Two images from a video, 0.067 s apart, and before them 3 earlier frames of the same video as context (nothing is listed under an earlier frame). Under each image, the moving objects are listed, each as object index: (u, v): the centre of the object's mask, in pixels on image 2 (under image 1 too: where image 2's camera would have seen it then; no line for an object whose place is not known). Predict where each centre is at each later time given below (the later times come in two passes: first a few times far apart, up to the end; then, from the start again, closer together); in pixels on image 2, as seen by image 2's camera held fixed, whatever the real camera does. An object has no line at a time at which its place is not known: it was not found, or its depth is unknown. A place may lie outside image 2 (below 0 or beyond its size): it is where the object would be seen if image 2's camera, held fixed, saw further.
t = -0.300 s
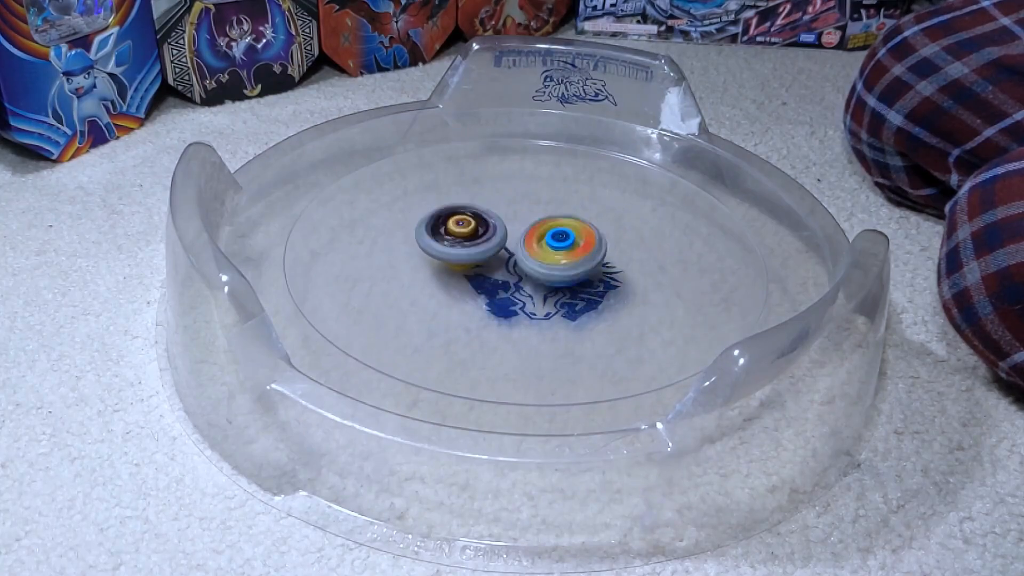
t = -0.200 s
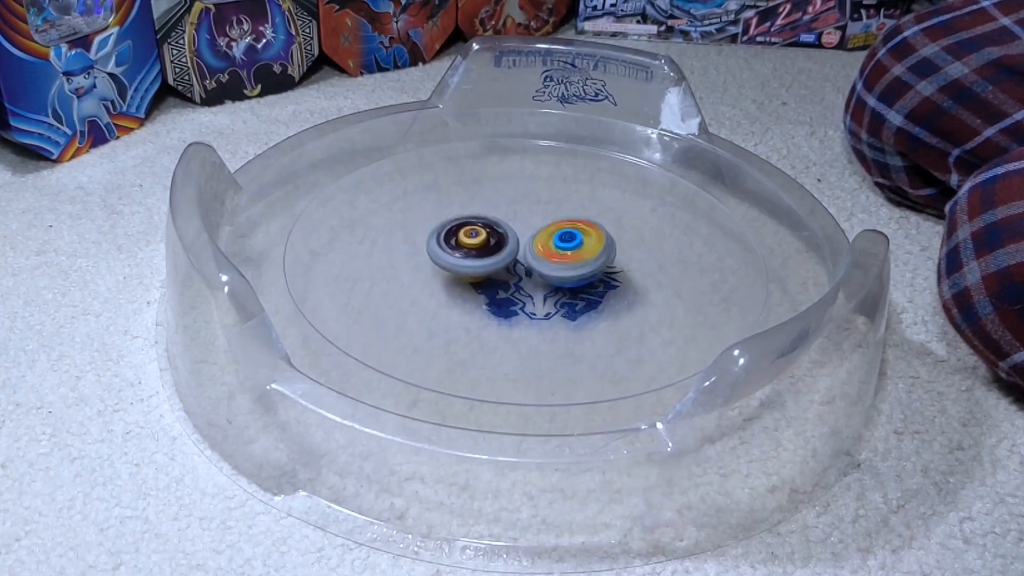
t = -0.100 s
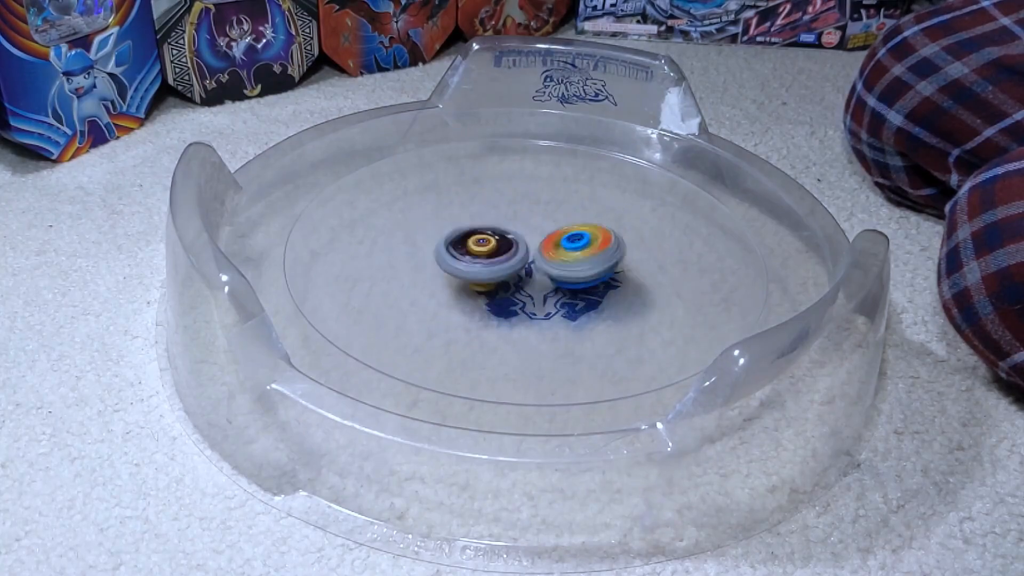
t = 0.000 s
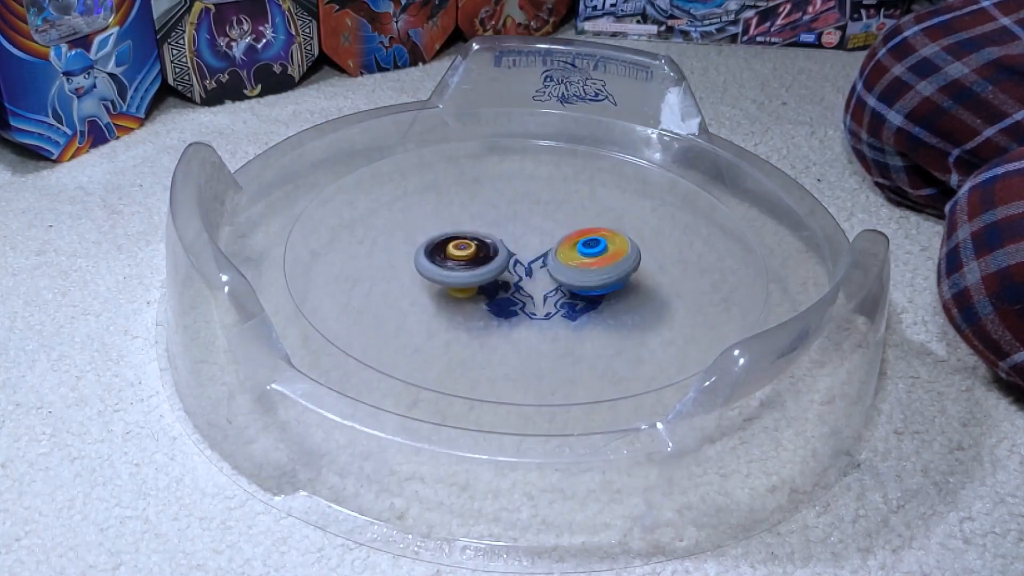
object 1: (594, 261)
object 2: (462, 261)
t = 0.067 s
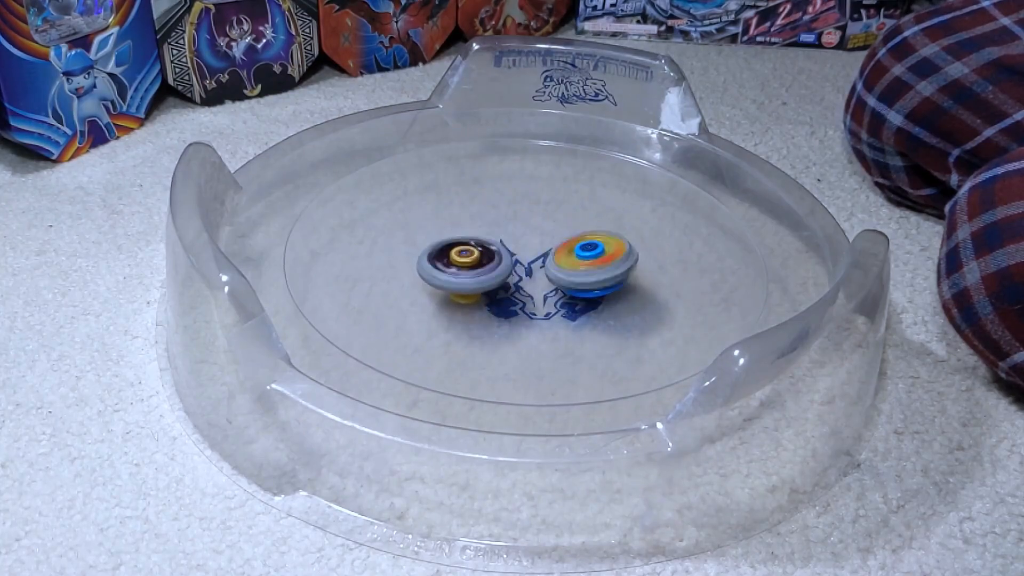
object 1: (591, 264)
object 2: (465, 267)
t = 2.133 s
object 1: (508, 246)
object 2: (620, 278)
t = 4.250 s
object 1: (453, 248)
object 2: (607, 220)
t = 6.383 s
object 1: (528, 294)
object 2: (507, 239)
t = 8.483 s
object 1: (600, 275)
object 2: (495, 238)
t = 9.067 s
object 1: (607, 273)
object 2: (486, 245)
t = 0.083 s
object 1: (591, 265)
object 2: (465, 269)
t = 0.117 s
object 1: (589, 266)
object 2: (467, 272)
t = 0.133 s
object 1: (588, 266)
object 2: (469, 273)
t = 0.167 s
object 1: (586, 267)
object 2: (472, 277)
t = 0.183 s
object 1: (584, 268)
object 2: (473, 278)
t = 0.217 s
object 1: (582, 269)
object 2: (477, 280)
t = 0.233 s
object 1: (580, 269)
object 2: (478, 282)
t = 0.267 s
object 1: (576, 270)
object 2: (482, 284)
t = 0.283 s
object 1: (575, 270)
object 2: (484, 284)
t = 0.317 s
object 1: (581, 268)
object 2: (469, 287)
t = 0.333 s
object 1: (584, 267)
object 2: (462, 287)
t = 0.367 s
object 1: (585, 266)
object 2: (453, 288)
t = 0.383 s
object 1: (584, 265)
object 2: (453, 289)
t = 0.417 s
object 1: (580, 264)
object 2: (453, 291)
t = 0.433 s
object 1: (578, 264)
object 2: (453, 291)
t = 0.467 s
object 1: (574, 263)
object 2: (453, 293)
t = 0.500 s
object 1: (569, 262)
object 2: (454, 295)
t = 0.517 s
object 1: (567, 261)
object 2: (454, 295)
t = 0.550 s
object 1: (563, 259)
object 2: (456, 296)
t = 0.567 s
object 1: (561, 258)
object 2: (456, 296)
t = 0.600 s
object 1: (556, 257)
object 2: (458, 297)
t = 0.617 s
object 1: (554, 256)
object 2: (460, 297)
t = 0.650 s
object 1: (549, 255)
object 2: (462, 298)
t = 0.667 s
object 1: (547, 253)
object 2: (464, 298)
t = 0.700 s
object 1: (544, 252)
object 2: (467, 298)
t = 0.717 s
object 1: (542, 251)
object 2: (469, 298)
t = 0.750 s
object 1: (538, 250)
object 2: (473, 298)
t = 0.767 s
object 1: (537, 248)
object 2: (474, 297)
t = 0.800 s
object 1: (533, 247)
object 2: (479, 296)
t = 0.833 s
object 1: (530, 244)
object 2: (483, 295)
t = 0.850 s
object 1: (530, 244)
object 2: (485, 295)
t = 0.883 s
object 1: (528, 242)
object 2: (489, 293)
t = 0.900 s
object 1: (527, 241)
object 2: (492, 293)
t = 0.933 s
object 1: (525, 238)
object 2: (496, 291)
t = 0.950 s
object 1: (524, 238)
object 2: (498, 290)
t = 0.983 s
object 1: (522, 235)
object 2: (502, 288)
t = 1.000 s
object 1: (522, 235)
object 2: (504, 287)
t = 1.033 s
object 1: (520, 232)
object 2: (507, 285)
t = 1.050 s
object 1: (521, 231)
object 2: (508, 286)
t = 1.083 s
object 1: (523, 228)
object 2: (512, 287)
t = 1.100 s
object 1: (524, 228)
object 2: (515, 286)
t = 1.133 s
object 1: (525, 226)
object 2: (519, 285)
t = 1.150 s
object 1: (526, 226)
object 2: (521, 283)
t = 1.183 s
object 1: (525, 223)
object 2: (525, 281)
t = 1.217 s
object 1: (527, 222)
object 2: (529, 280)
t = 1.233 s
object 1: (527, 221)
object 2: (531, 278)
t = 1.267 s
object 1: (529, 221)
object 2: (535, 277)
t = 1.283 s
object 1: (529, 220)
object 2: (537, 277)
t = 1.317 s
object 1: (531, 220)
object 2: (540, 275)
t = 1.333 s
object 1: (532, 219)
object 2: (543, 274)
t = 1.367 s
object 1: (537, 218)
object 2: (548, 279)
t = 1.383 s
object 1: (539, 216)
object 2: (544, 282)
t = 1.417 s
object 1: (545, 218)
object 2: (546, 285)
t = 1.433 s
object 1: (544, 217)
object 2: (549, 286)
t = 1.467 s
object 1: (547, 219)
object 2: (553, 286)
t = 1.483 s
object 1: (547, 219)
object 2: (557, 286)
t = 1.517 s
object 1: (549, 221)
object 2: (562, 286)
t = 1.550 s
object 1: (549, 222)
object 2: (566, 285)
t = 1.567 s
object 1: (550, 222)
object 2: (567, 285)
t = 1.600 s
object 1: (549, 225)
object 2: (572, 285)
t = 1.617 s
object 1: (550, 226)
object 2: (572, 285)
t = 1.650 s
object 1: (549, 228)
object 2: (576, 284)
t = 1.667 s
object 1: (549, 229)
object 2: (578, 284)
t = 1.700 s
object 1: (547, 231)
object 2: (581, 283)
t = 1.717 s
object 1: (547, 233)
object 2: (582, 283)
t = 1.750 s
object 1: (545, 235)
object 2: (585, 282)
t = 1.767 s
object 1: (545, 237)
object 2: (585, 281)
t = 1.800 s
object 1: (543, 238)
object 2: (590, 282)
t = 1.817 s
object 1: (544, 239)
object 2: (598, 283)
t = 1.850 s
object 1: (541, 241)
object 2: (594, 281)
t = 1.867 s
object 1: (541, 242)
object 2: (596, 281)
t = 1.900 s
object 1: (537, 244)
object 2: (601, 283)
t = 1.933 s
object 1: (533, 244)
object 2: (606, 283)
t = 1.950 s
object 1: (531, 244)
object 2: (610, 283)
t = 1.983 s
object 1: (527, 245)
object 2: (610, 281)
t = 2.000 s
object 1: (525, 245)
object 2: (611, 281)
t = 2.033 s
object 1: (521, 246)
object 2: (616, 281)
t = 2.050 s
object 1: (519, 245)
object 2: (614, 280)
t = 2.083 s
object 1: (515, 246)
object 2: (614, 279)
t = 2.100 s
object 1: (512, 246)
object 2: (617, 279)
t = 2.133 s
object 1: (508, 246)
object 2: (620, 278)
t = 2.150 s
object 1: (507, 246)
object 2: (617, 278)
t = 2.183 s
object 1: (503, 246)
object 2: (614, 277)
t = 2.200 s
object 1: (502, 246)
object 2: (611, 275)
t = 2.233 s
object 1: (499, 245)
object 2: (615, 275)
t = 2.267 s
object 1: (498, 245)
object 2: (612, 273)
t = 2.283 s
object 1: (496, 245)
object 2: (610, 273)
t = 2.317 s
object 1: (495, 244)
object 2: (601, 272)
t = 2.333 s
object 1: (494, 244)
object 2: (602, 272)
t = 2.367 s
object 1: (493, 244)
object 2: (597, 270)
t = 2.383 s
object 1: (493, 244)
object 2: (592, 269)
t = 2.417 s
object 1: (493, 244)
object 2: (588, 268)
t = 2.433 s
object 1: (493, 243)
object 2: (593, 268)
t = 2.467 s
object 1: (493, 244)
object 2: (588, 267)
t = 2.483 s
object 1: (494, 243)
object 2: (579, 266)
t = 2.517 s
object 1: (495, 243)
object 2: (575, 265)
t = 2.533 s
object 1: (495, 242)
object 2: (576, 265)
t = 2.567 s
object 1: (494, 240)
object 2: (580, 265)
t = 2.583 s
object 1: (494, 240)
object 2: (580, 264)
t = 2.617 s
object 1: (495, 238)
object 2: (579, 263)
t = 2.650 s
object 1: (497, 237)
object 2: (578, 262)
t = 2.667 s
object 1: (497, 236)
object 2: (582, 262)
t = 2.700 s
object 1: (482, 227)
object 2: (602, 267)
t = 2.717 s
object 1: (478, 225)
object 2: (607, 268)
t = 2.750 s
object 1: (475, 221)
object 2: (621, 270)
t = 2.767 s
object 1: (475, 220)
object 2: (616, 268)
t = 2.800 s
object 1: (473, 220)
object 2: (618, 268)
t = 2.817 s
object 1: (472, 220)
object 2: (622, 268)
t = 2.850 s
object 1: (471, 218)
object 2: (622, 267)
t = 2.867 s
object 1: (472, 219)
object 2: (624, 267)
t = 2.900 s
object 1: (473, 219)
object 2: (624, 266)
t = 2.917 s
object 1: (473, 219)
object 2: (621, 265)
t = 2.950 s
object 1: (477, 220)
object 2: (623, 265)
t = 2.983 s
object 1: (478, 221)
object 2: (624, 264)
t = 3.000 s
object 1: (480, 222)
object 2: (621, 264)
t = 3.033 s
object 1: (483, 223)
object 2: (619, 264)
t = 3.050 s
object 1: (485, 225)
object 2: (619, 263)
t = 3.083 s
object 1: (487, 228)
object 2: (617, 263)
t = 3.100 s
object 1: (488, 228)
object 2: (613, 262)
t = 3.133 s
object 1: (492, 231)
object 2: (611, 262)
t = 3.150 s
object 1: (493, 232)
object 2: (607, 261)
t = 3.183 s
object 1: (495, 235)
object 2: (603, 261)
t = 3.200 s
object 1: (497, 237)
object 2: (601, 261)
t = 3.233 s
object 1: (498, 239)
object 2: (598, 261)
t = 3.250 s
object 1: (499, 240)
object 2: (599, 261)
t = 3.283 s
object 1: (500, 243)
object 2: (594, 261)
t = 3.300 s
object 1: (501, 244)
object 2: (590, 260)
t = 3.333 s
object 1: (502, 247)
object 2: (586, 260)
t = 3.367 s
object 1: (488, 244)
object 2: (601, 260)
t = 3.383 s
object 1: (482, 245)
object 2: (605, 260)
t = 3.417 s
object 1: (475, 243)
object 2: (607, 259)
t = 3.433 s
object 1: (472, 243)
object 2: (601, 257)
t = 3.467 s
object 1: (469, 244)
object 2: (598, 256)
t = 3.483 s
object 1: (469, 244)
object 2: (602, 256)
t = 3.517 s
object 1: (469, 246)
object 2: (592, 254)
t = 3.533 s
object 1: (469, 246)
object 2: (589, 253)
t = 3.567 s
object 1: (469, 247)
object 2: (585, 252)
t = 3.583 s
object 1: (467, 247)
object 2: (588, 253)
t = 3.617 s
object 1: (465, 247)
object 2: (583, 252)
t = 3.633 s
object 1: (463, 247)
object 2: (581, 251)
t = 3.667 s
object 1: (461, 247)
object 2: (576, 250)
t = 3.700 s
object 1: (459, 247)
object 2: (571, 249)
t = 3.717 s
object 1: (458, 246)
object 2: (562, 248)
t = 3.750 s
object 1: (457, 245)
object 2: (561, 248)
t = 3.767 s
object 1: (457, 245)
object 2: (555, 246)
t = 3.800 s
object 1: (456, 245)
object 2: (555, 246)
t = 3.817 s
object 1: (457, 244)
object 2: (551, 245)
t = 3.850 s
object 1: (455, 243)
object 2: (551, 244)
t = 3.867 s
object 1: (453, 243)
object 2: (553, 243)
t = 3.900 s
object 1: (455, 241)
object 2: (551, 241)
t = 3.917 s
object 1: (457, 241)
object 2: (549, 240)
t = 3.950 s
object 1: (461, 242)
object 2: (549, 239)
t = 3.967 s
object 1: (452, 241)
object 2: (558, 238)
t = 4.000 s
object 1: (437, 240)
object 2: (581, 234)
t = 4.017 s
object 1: (434, 239)
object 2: (590, 233)
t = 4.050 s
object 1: (433, 238)
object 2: (600, 231)
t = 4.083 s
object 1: (438, 240)
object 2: (603, 227)
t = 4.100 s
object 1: (439, 240)
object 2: (603, 226)
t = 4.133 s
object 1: (443, 242)
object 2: (604, 224)
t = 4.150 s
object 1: (444, 242)
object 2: (605, 223)
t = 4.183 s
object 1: (445, 244)
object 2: (607, 222)
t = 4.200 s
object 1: (447, 245)
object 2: (606, 221)
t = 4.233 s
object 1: (452, 248)
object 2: (606, 220)
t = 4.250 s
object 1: (453, 248)
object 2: (607, 220)
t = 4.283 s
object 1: (456, 250)
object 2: (608, 219)
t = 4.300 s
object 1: (458, 251)
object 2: (607, 218)
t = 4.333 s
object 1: (460, 253)
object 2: (607, 217)
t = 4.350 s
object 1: (461, 254)
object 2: (607, 217)
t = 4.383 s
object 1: (465, 257)
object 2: (606, 217)
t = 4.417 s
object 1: (467, 259)
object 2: (606, 217)
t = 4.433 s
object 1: (468, 260)
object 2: (605, 217)
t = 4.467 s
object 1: (469, 262)
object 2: (604, 217)
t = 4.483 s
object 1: (471, 263)
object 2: (604, 217)
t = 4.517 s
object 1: (474, 265)
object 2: (602, 218)
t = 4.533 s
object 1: (473, 266)
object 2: (599, 218)
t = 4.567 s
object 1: (475, 268)
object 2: (596, 219)
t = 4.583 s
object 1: (476, 269)
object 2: (596, 221)
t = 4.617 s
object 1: (476, 271)
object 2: (594, 223)
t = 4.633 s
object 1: (477, 272)
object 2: (591, 223)
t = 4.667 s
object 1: (477, 274)
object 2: (588, 225)
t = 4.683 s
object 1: (477, 275)
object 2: (588, 226)
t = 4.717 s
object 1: (478, 276)
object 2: (584, 228)
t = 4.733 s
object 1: (477, 277)
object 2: (584, 229)
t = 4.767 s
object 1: (477, 279)
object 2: (581, 231)
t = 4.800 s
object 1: (477, 280)
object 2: (577, 233)
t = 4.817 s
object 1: (476, 281)
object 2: (573, 235)
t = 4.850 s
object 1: (476, 282)
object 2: (564, 237)
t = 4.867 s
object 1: (476, 283)
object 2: (568, 238)
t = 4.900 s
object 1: (474, 284)
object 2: (563, 241)
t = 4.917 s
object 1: (474, 284)
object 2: (561, 242)
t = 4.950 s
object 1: (474, 284)
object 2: (550, 244)
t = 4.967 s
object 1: (474, 284)
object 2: (553, 245)
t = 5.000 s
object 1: (476, 284)
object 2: (548, 248)
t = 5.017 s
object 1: (476, 284)
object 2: (545, 248)
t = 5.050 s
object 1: (478, 284)
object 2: (542, 250)
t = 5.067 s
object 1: (476, 284)
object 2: (543, 249)
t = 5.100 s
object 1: (474, 284)
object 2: (544, 247)
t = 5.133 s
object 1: (477, 283)
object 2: (541, 247)
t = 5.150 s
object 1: (480, 282)
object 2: (540, 248)
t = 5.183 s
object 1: (469, 286)
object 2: (550, 240)
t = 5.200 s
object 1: (465, 287)
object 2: (555, 237)
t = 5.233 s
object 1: (463, 286)
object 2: (559, 232)
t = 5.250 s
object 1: (463, 286)
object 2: (559, 231)
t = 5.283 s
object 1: (466, 286)
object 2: (554, 228)
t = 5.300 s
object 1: (467, 286)
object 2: (554, 228)
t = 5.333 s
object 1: (470, 286)
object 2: (551, 226)
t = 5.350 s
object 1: (471, 286)
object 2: (549, 226)
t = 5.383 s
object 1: (473, 286)
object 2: (547, 224)
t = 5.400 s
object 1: (476, 286)
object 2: (547, 224)
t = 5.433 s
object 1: (478, 286)
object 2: (546, 223)
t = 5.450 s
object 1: (481, 287)
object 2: (542, 223)
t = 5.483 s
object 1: (485, 288)
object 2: (539, 222)
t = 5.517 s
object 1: (486, 288)
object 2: (533, 220)
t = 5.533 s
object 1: (488, 288)
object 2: (539, 221)
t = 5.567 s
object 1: (492, 289)
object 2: (536, 221)
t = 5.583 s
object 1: (493, 290)
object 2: (533, 221)
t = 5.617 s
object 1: (495, 290)
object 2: (530, 221)
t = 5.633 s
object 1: (497, 290)
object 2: (532, 221)
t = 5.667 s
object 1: (499, 291)
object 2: (524, 221)
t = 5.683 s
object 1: (500, 291)
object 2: (527, 222)
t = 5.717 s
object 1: (504, 291)
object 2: (525, 223)
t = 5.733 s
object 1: (504, 292)
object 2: (525, 224)
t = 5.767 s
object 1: (506, 292)
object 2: (523, 224)
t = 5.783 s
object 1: (508, 292)
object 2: (522, 226)
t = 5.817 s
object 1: (510, 293)
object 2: (515, 226)
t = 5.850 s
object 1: (512, 293)
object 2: (513, 227)
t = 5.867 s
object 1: (513, 294)
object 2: (519, 230)
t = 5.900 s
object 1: (515, 295)
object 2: (512, 230)
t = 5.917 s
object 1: (515, 295)
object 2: (518, 232)
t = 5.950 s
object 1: (516, 297)
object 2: (510, 233)
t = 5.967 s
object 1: (517, 297)
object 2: (517, 235)
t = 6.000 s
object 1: (516, 298)
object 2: (509, 236)
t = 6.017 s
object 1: (517, 298)
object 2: (515, 237)
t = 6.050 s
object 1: (518, 298)
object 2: (514, 239)
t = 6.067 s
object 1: (517, 298)
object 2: (514, 240)
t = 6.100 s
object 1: (517, 298)
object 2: (507, 240)
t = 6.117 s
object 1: (517, 297)
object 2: (514, 242)
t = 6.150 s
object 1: (518, 298)
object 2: (513, 242)
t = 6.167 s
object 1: (518, 299)
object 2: (507, 239)
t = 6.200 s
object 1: (517, 298)
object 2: (506, 239)
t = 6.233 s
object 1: (519, 297)
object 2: (505, 239)
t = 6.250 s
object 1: (520, 296)
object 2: (511, 242)
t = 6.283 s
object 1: (523, 296)
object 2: (510, 241)
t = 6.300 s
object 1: (525, 295)
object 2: (503, 238)
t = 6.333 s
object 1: (525, 295)
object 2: (502, 239)
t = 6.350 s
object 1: (525, 294)
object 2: (508, 240)
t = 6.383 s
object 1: (528, 294)
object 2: (507, 239)
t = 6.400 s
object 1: (529, 295)
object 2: (500, 238)
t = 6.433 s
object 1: (530, 293)
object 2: (499, 238)
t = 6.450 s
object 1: (533, 293)
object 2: (506, 239)
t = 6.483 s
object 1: (539, 295)
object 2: (505, 237)
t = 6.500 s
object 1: (539, 295)
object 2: (497, 235)
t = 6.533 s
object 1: (541, 295)
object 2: (497, 235)
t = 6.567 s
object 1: (544, 294)
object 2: (503, 237)
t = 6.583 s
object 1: (545, 294)
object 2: (504, 236)
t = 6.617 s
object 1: (550, 294)
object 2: (504, 237)
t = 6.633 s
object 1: (552, 294)
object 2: (504, 237)
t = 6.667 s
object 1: (556, 295)
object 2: (504, 237)
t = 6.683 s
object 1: (555, 295)
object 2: (505, 237)
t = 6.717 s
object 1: (557, 295)
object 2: (505, 237)
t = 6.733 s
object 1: (560, 294)
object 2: (505, 237)
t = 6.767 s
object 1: (562, 294)
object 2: (505, 237)
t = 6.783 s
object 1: (562, 294)
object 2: (498, 234)
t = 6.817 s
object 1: (567, 293)
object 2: (499, 235)
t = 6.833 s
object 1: (567, 293)
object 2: (507, 238)
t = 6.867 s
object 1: (567, 292)
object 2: (508, 238)
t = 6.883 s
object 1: (569, 291)
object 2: (500, 235)
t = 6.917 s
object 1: (572, 290)
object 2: (500, 235)
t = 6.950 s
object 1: (573, 290)
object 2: (501, 235)
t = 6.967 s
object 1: (574, 289)
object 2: (510, 239)
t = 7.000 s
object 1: (576, 288)
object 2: (512, 239)
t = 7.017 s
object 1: (577, 288)
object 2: (505, 238)
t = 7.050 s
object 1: (578, 285)
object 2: (507, 240)
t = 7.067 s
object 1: (579, 285)
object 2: (515, 240)
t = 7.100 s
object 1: (582, 284)
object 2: (516, 241)
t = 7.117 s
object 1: (583, 284)
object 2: (512, 243)
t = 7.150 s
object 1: (586, 285)
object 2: (517, 242)
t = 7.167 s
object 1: (586, 286)
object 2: (517, 243)
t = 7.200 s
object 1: (582, 287)
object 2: (518, 244)
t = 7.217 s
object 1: (581, 287)
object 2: (517, 244)
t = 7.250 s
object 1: (582, 287)
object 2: (518, 244)
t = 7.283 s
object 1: (583, 286)
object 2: (518, 245)
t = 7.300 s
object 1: (583, 287)
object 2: (518, 245)
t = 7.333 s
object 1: (584, 286)
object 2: (511, 244)
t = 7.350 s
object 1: (585, 285)
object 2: (519, 245)
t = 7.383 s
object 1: (585, 286)
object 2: (519, 246)
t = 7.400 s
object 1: (585, 286)
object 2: (519, 246)
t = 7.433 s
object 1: (585, 286)
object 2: (519, 246)
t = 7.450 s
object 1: (586, 287)
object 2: (519, 246)
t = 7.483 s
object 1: (588, 290)
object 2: (515, 243)
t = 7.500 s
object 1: (589, 291)
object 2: (512, 242)
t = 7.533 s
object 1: (589, 290)
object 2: (511, 241)
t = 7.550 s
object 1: (588, 290)
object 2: (503, 238)
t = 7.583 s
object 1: (584, 288)
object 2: (501, 237)
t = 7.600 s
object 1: (583, 286)
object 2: (509, 240)
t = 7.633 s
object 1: (584, 284)
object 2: (508, 239)
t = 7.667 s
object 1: (587, 284)
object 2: (507, 239)
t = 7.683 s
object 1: (588, 284)
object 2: (507, 239)
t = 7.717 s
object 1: (590, 284)
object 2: (506, 238)
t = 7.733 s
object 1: (591, 283)
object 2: (506, 238)
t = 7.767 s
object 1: (591, 282)
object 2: (506, 238)
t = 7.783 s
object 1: (591, 281)
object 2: (506, 238)
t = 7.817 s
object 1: (592, 281)
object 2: (506, 238)
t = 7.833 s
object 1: (593, 282)
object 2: (506, 238)
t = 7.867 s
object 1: (591, 281)
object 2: (506, 238)
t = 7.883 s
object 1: (591, 280)
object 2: (506, 238)
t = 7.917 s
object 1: (592, 279)
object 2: (507, 238)
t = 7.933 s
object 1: (592, 279)
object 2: (507, 238)
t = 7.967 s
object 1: (590, 278)
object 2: (507, 239)
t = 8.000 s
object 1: (592, 276)
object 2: (508, 239)
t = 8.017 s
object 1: (593, 275)
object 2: (508, 240)
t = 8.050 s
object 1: (594, 275)
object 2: (510, 240)
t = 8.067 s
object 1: (594, 275)
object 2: (510, 241)
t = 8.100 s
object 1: (596, 275)
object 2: (511, 242)
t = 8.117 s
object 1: (596, 276)
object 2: (512, 242)
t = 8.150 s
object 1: (593, 276)
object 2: (506, 241)
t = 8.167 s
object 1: (592, 276)
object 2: (514, 243)
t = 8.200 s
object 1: (594, 278)
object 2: (511, 240)
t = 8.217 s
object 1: (597, 279)
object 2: (508, 239)
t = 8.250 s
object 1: (598, 279)
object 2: (504, 237)
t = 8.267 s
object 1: (598, 279)
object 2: (497, 234)
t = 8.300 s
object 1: (596, 279)
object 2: (496, 235)
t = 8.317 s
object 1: (596, 278)
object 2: (502, 238)
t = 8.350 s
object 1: (593, 276)
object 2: (502, 239)
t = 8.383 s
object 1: (592, 274)
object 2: (501, 239)
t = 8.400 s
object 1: (592, 273)
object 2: (493, 237)
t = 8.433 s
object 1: (595, 273)
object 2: (501, 239)
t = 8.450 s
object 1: (597, 273)
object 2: (501, 240)
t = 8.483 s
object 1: (600, 275)
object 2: (495, 238)
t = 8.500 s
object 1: (600, 275)
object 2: (501, 241)
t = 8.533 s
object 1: (599, 275)
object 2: (503, 241)
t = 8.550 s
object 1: (599, 275)
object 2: (495, 238)
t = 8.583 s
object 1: (596, 273)
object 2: (496, 240)
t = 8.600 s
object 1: (596, 273)
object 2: (505, 242)
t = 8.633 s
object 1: (596, 271)
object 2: (505, 243)
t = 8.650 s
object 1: (594, 270)
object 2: (506, 244)
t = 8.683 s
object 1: (594, 269)
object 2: (506, 245)
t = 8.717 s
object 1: (595, 267)
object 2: (508, 246)
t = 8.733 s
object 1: (596, 267)
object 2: (502, 246)
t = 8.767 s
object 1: (597, 267)
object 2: (503, 246)
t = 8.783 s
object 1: (598, 267)
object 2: (510, 247)
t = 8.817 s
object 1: (600, 268)
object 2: (505, 246)
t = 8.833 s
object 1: (600, 268)
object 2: (504, 246)
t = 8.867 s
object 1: (596, 268)
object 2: (504, 247)
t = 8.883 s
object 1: (594, 268)
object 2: (504, 247)
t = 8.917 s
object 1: (593, 268)
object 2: (503, 248)
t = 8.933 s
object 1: (597, 269)
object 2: (498, 245)
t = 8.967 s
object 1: (601, 269)
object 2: (492, 244)
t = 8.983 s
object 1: (603, 269)
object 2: (484, 242)
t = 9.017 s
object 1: (606, 270)
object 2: (488, 244)
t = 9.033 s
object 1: (607, 271)
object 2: (487, 244)
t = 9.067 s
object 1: (607, 273)
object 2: (486, 245)
